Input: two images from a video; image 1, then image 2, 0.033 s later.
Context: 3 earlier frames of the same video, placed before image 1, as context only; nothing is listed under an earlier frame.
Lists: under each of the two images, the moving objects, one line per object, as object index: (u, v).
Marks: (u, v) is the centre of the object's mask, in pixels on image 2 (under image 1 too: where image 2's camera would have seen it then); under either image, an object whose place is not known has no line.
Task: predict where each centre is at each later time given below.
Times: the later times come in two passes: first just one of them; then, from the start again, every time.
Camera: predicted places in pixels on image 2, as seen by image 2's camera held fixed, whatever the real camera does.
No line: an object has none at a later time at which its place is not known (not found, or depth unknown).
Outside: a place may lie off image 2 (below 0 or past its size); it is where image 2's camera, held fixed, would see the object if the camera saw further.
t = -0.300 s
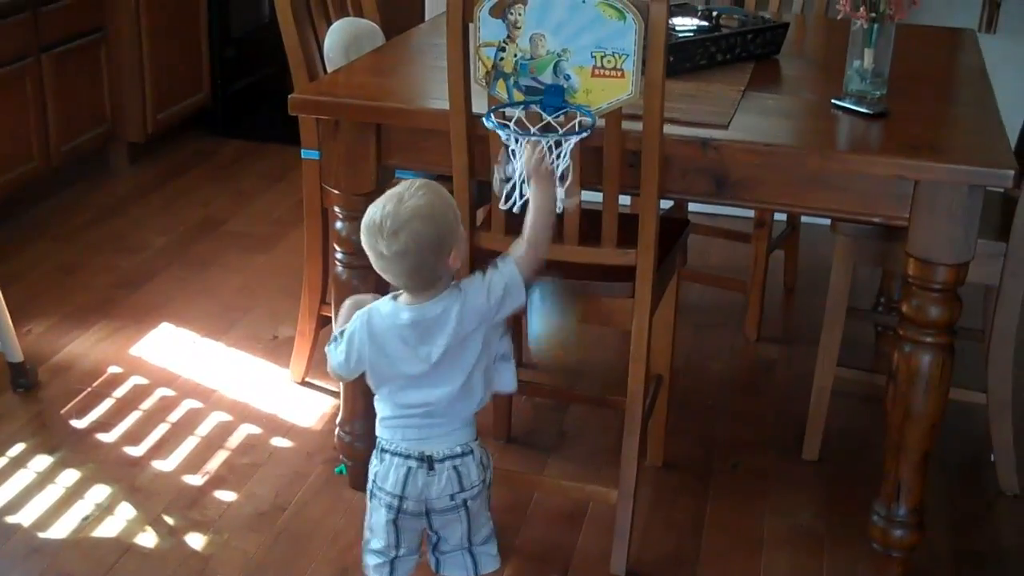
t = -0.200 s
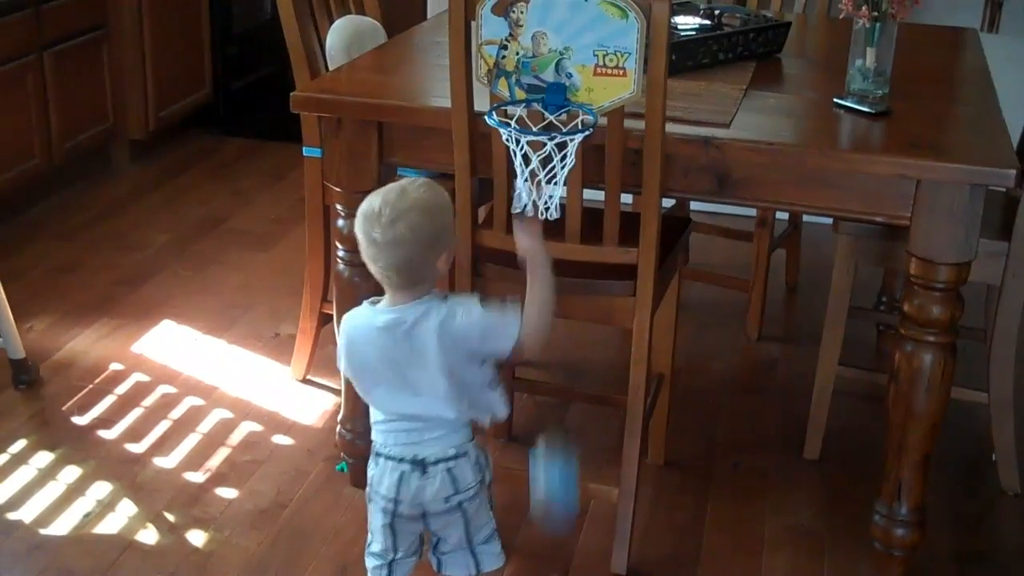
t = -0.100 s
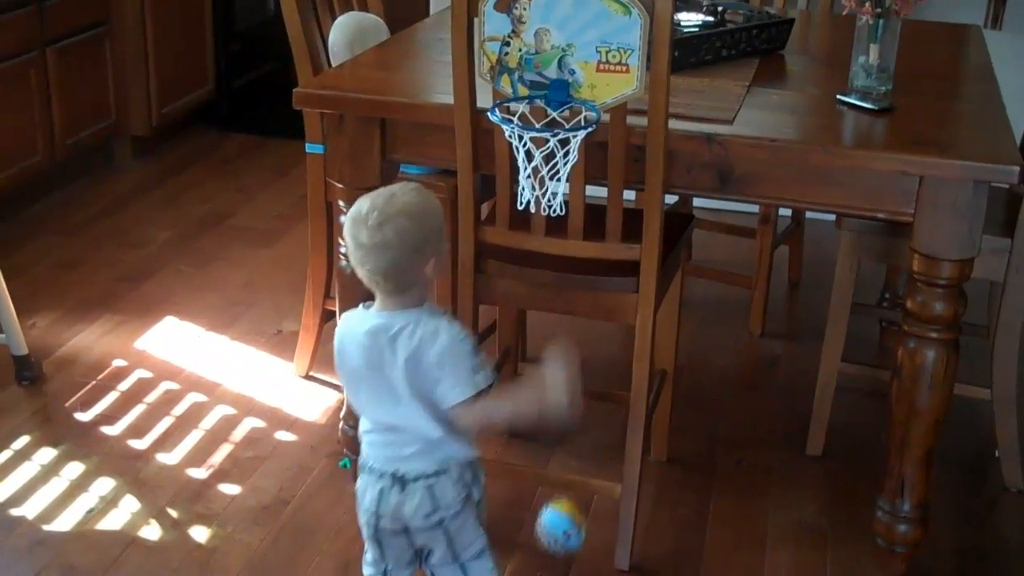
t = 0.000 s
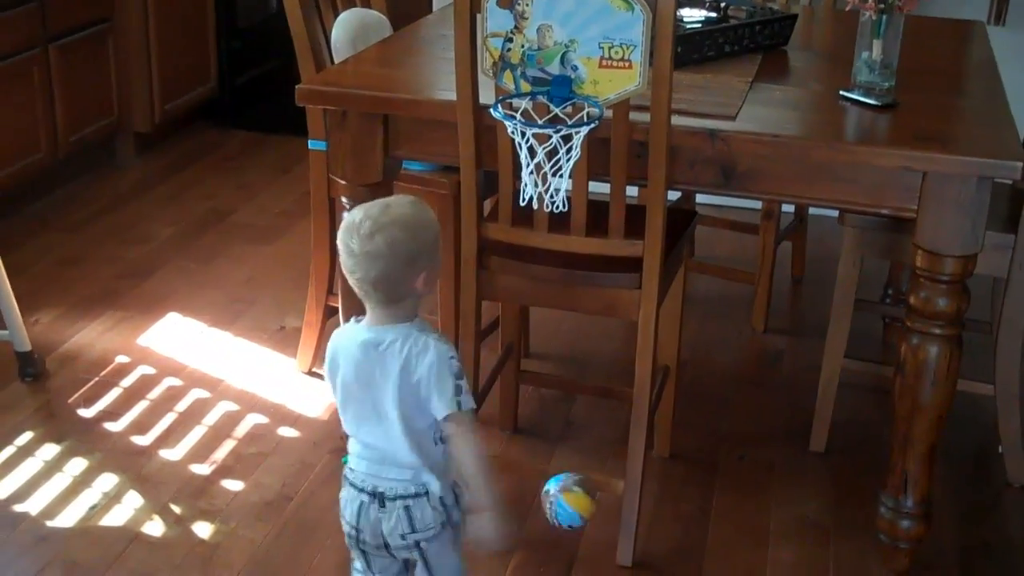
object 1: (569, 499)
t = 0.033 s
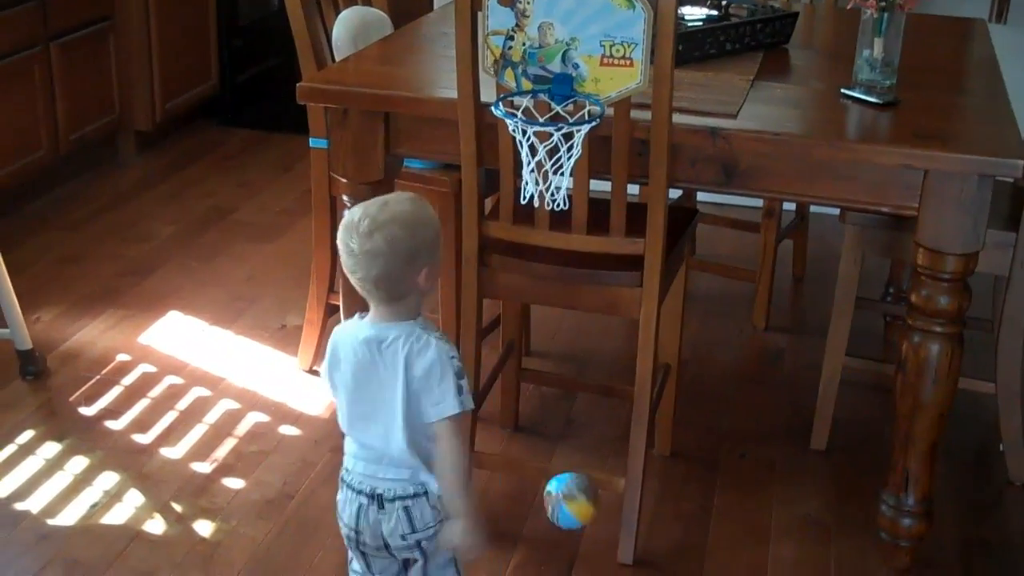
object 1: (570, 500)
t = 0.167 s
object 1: (572, 559)
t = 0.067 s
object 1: (571, 507)
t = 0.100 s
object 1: (571, 520)
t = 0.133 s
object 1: (572, 537)
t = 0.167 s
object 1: (572, 559)
